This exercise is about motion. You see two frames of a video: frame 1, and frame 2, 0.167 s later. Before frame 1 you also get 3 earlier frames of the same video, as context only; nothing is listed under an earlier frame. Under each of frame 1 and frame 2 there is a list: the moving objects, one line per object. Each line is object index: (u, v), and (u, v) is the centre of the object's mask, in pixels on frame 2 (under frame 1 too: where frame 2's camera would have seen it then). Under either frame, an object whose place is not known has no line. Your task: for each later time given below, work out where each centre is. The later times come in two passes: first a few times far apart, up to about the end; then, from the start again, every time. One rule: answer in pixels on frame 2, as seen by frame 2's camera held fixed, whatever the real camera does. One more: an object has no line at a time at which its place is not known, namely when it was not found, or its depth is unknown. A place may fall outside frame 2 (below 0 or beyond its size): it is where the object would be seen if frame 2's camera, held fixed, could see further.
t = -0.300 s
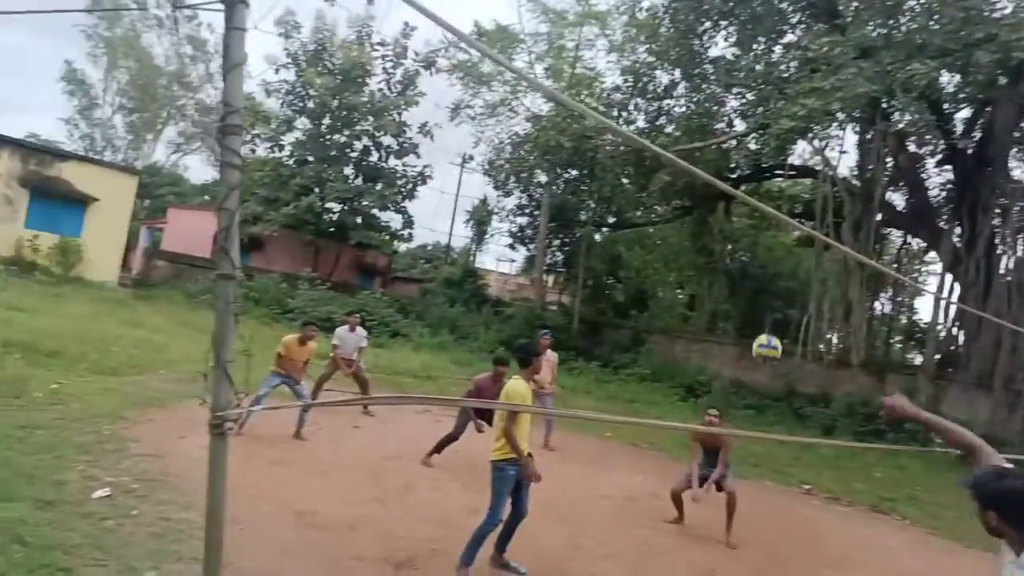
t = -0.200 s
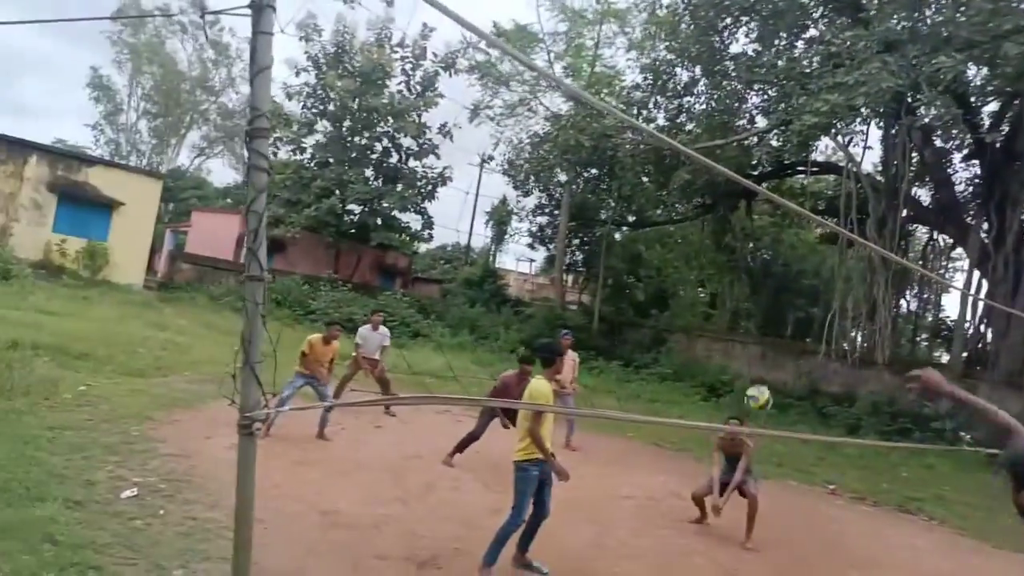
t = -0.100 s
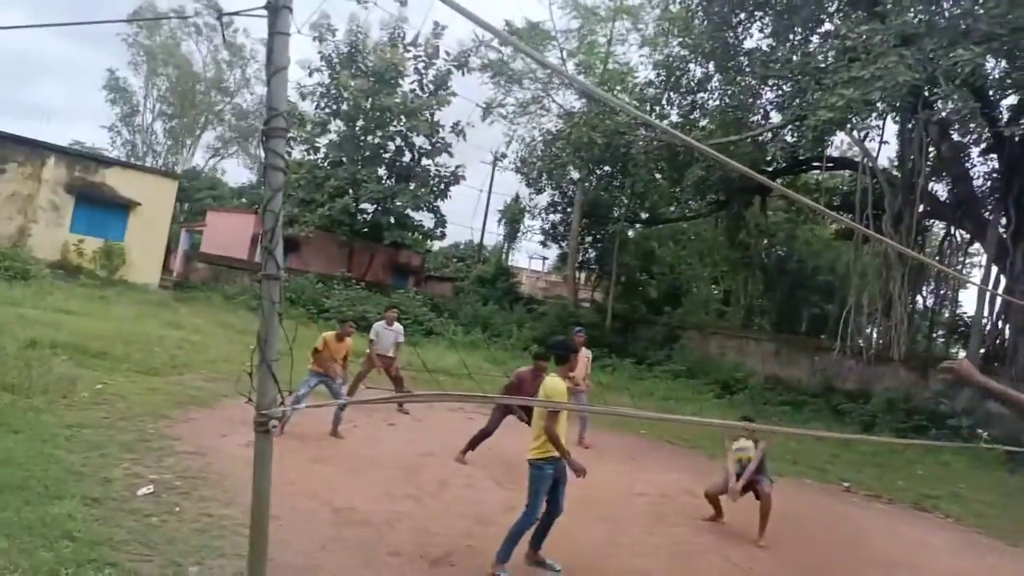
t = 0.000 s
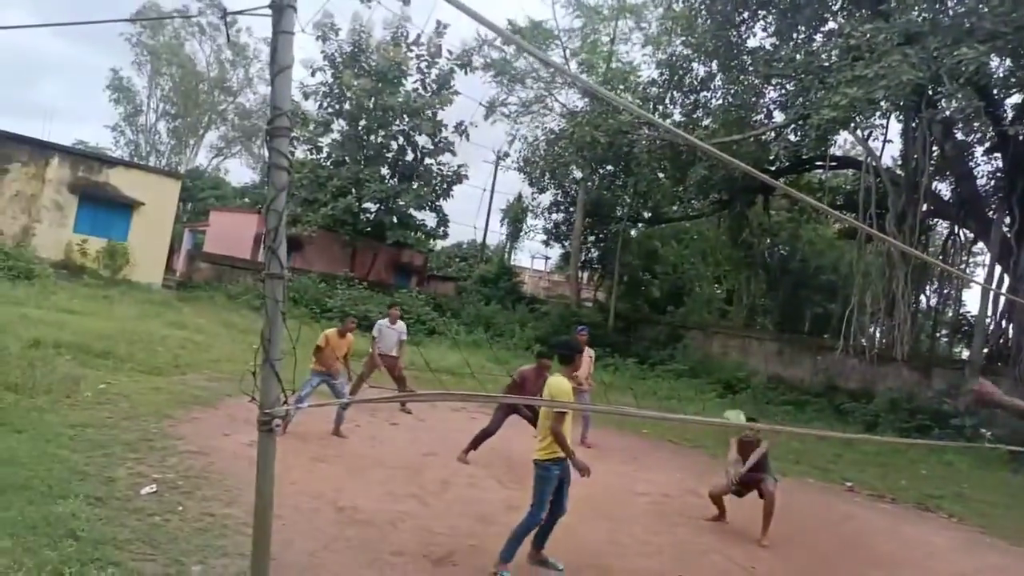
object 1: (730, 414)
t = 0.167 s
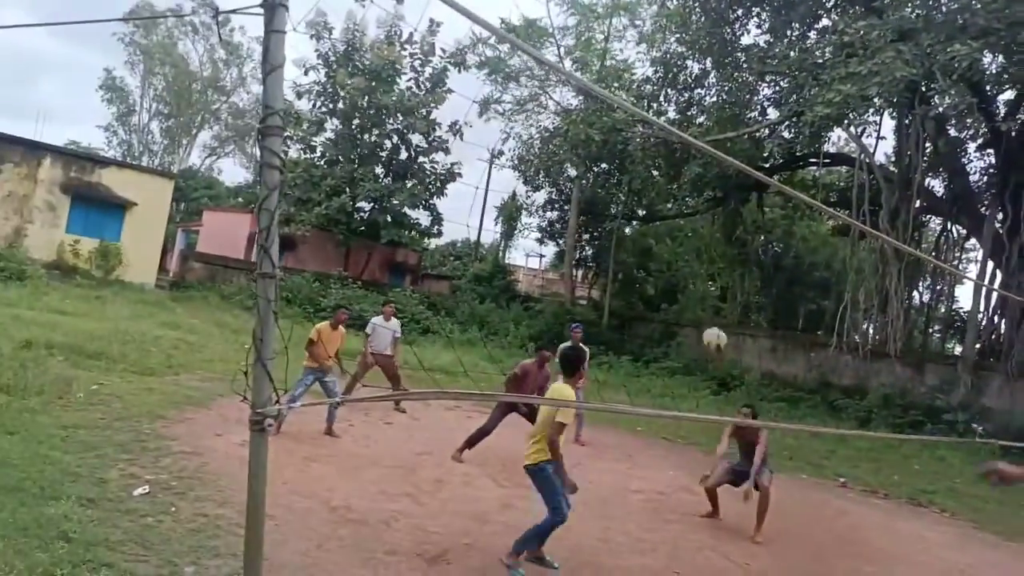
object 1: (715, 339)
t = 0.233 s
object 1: (707, 315)
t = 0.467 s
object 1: (677, 271)
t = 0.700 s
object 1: (638, 285)
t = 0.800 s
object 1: (619, 308)
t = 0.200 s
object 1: (711, 325)
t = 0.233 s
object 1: (707, 315)
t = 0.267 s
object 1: (704, 306)
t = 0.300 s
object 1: (700, 296)
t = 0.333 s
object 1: (696, 289)
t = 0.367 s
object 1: (691, 283)
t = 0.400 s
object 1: (686, 277)
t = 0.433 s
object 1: (683, 275)
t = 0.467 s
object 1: (677, 271)
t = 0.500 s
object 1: (673, 270)
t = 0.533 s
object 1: (668, 268)
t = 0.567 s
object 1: (662, 270)
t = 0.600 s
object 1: (656, 272)
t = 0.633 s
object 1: (650, 276)
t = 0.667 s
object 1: (644, 279)
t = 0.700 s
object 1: (638, 285)
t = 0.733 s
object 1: (632, 292)
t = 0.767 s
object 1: (625, 300)
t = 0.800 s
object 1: (619, 308)
